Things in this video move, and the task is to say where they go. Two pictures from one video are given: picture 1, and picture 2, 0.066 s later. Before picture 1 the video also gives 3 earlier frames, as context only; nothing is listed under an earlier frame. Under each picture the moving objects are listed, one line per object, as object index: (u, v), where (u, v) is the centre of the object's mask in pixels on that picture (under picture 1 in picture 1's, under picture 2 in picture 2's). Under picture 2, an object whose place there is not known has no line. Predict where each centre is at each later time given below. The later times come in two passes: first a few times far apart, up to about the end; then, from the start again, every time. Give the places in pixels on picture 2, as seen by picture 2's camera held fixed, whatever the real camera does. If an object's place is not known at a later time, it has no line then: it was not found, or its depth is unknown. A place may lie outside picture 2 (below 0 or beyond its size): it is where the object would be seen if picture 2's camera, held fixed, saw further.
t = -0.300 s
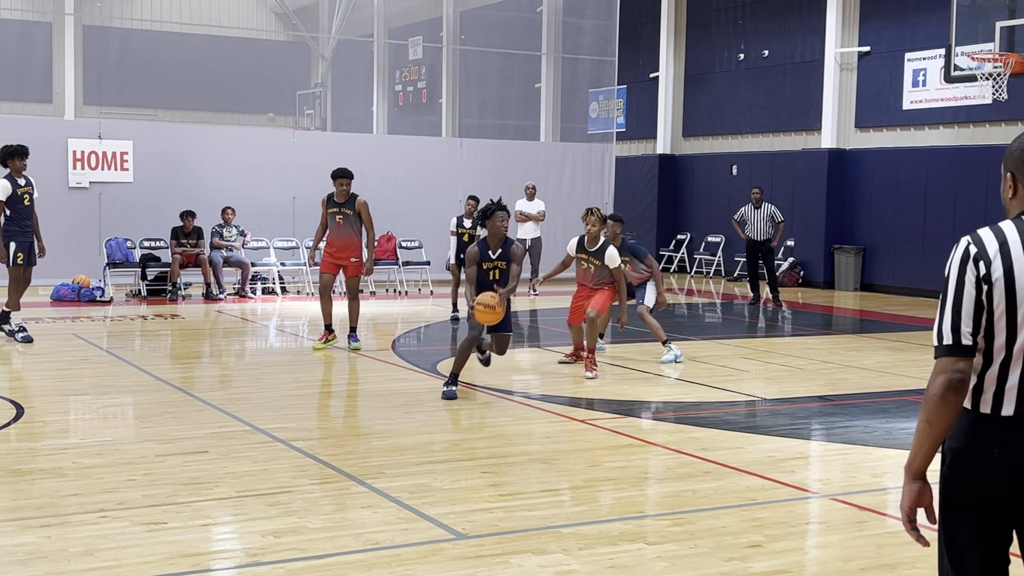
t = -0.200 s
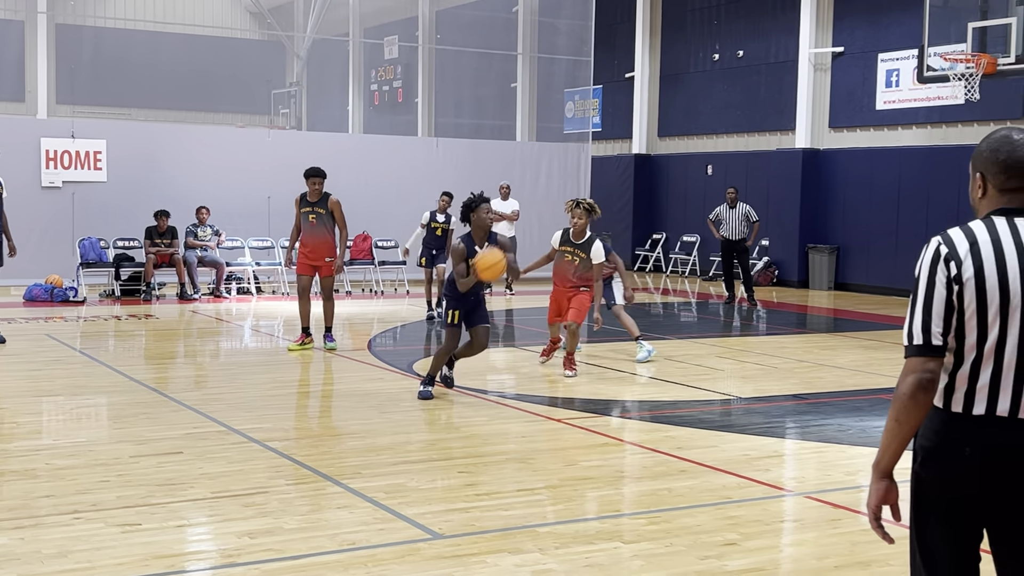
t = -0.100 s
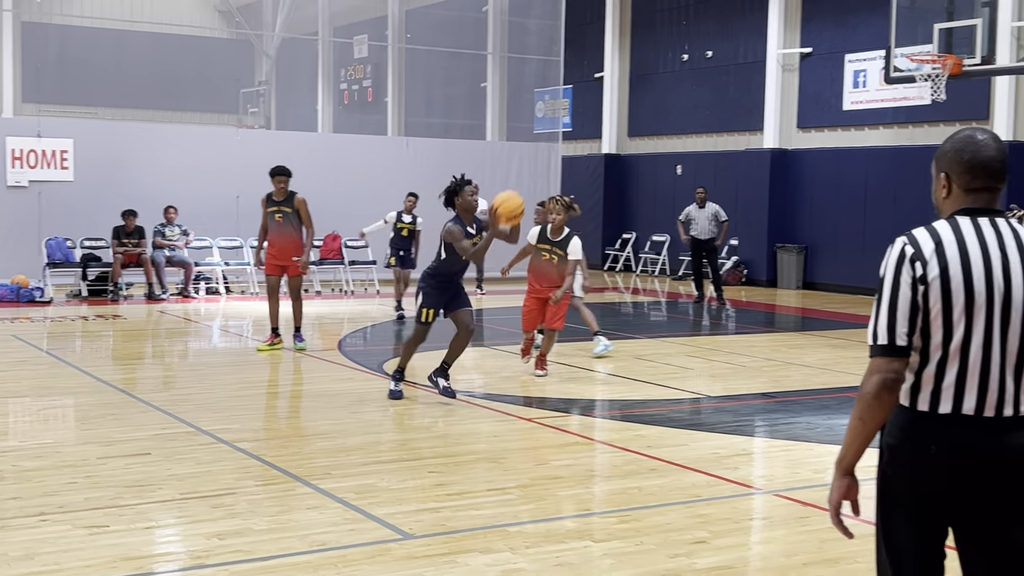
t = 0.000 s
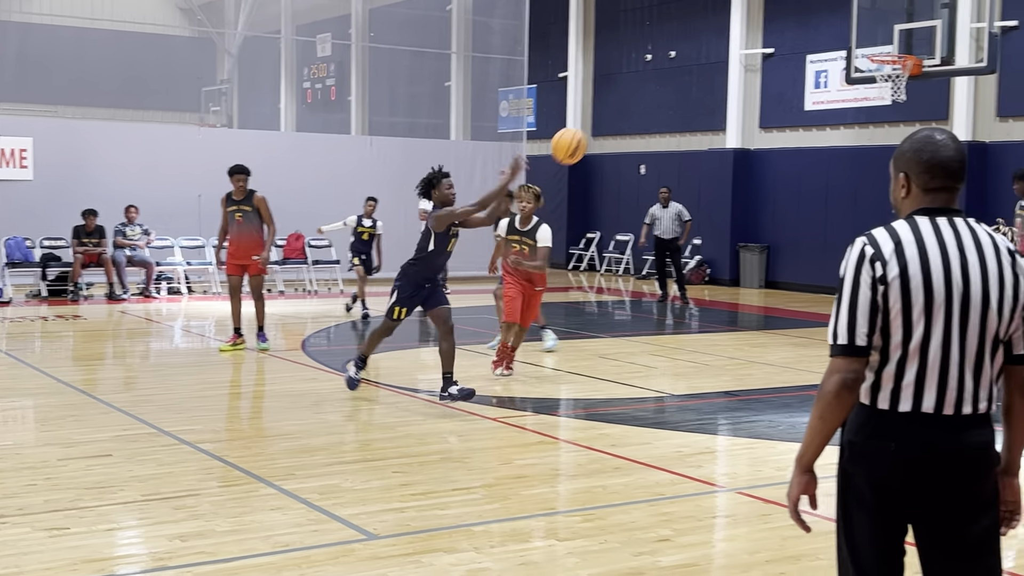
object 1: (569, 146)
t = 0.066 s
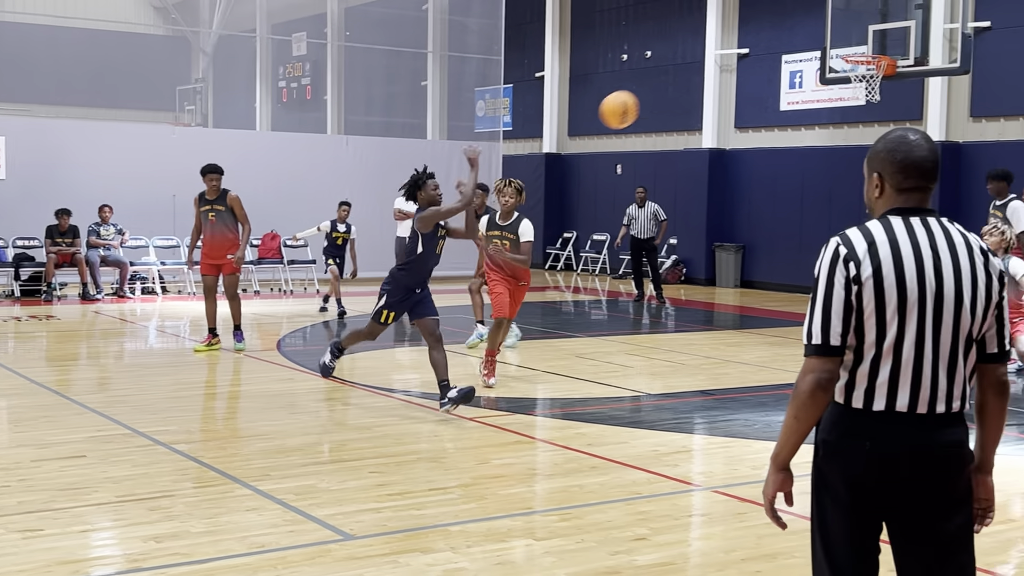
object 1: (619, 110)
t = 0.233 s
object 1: (813, 44)
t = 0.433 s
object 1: (1064, 17)
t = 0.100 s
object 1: (657, 94)
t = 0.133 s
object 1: (693, 80)
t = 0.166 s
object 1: (735, 66)
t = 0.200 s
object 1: (773, 55)
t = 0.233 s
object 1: (813, 44)
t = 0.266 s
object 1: (853, 35)
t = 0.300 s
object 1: (894, 29)
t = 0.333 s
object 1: (936, 23)
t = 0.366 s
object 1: (978, 19)
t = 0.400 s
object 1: (1021, 17)
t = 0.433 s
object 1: (1064, 17)
